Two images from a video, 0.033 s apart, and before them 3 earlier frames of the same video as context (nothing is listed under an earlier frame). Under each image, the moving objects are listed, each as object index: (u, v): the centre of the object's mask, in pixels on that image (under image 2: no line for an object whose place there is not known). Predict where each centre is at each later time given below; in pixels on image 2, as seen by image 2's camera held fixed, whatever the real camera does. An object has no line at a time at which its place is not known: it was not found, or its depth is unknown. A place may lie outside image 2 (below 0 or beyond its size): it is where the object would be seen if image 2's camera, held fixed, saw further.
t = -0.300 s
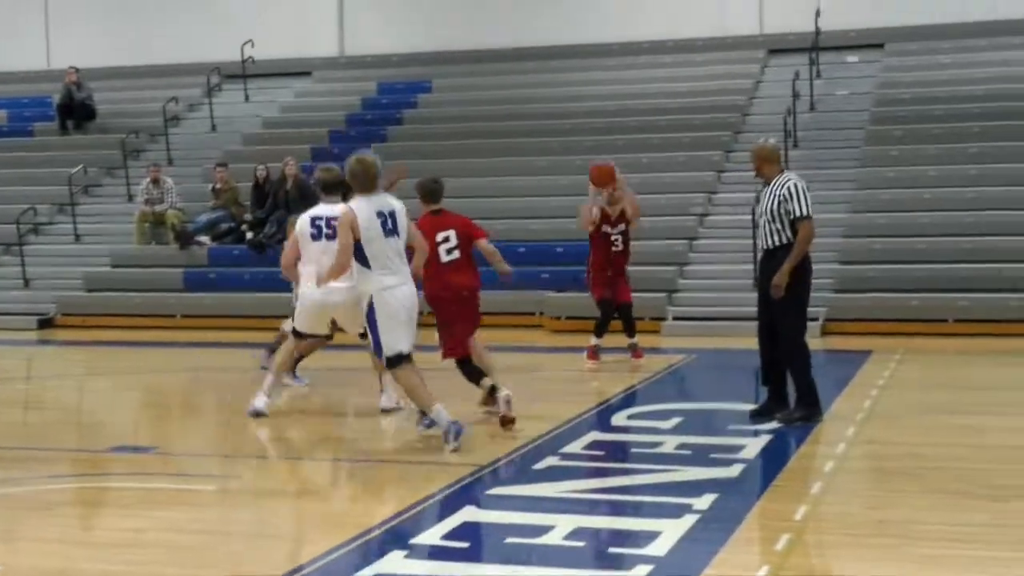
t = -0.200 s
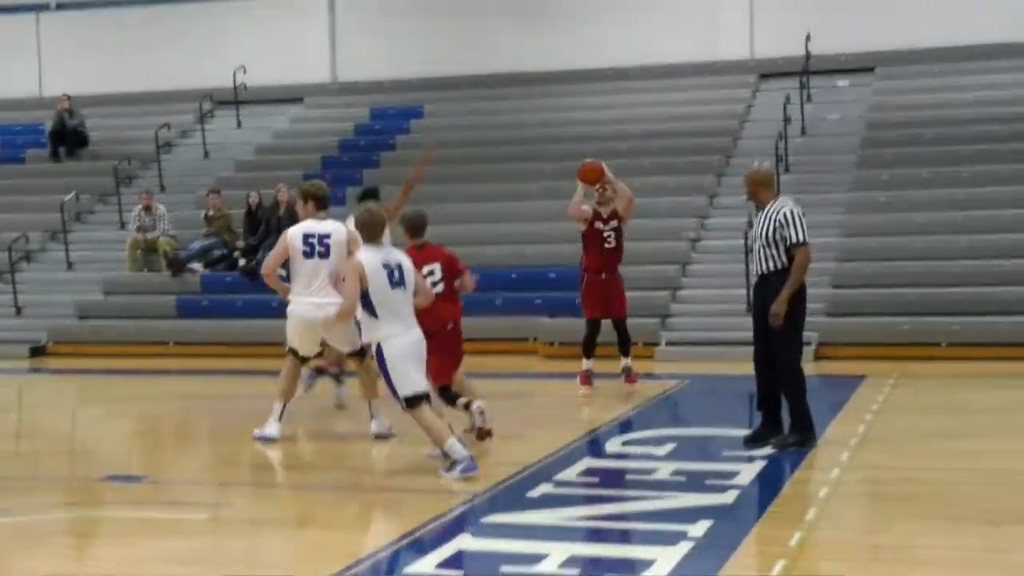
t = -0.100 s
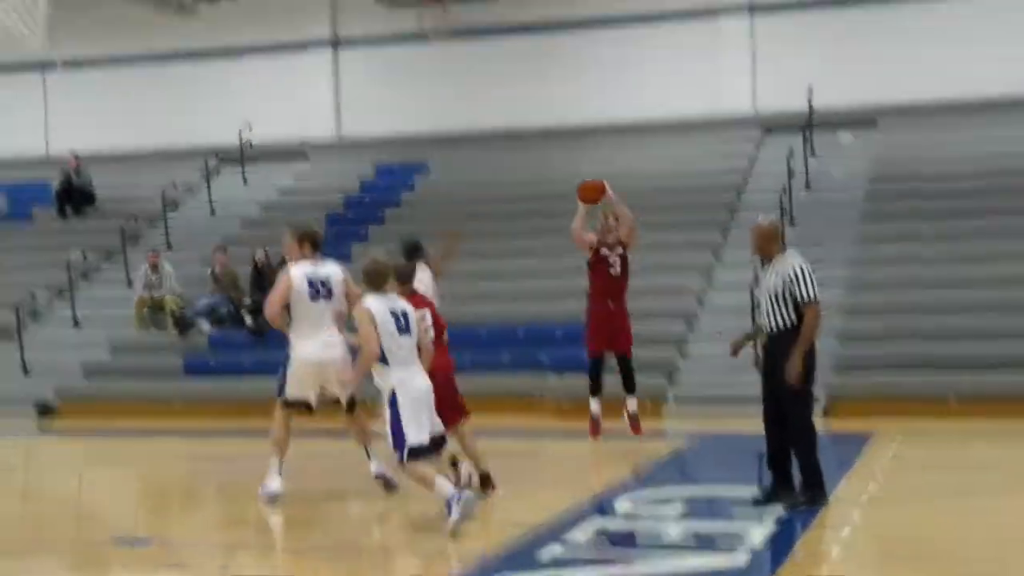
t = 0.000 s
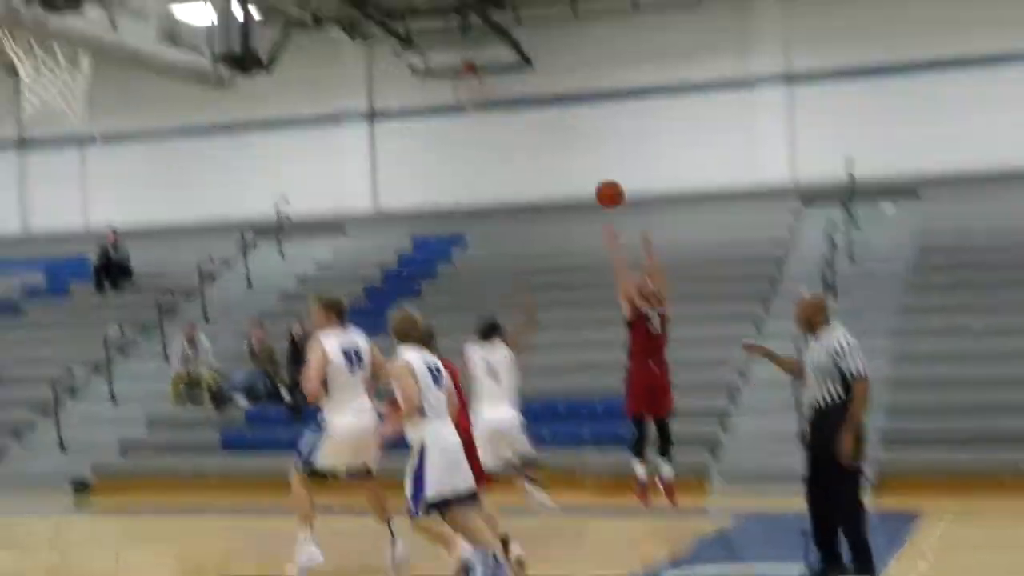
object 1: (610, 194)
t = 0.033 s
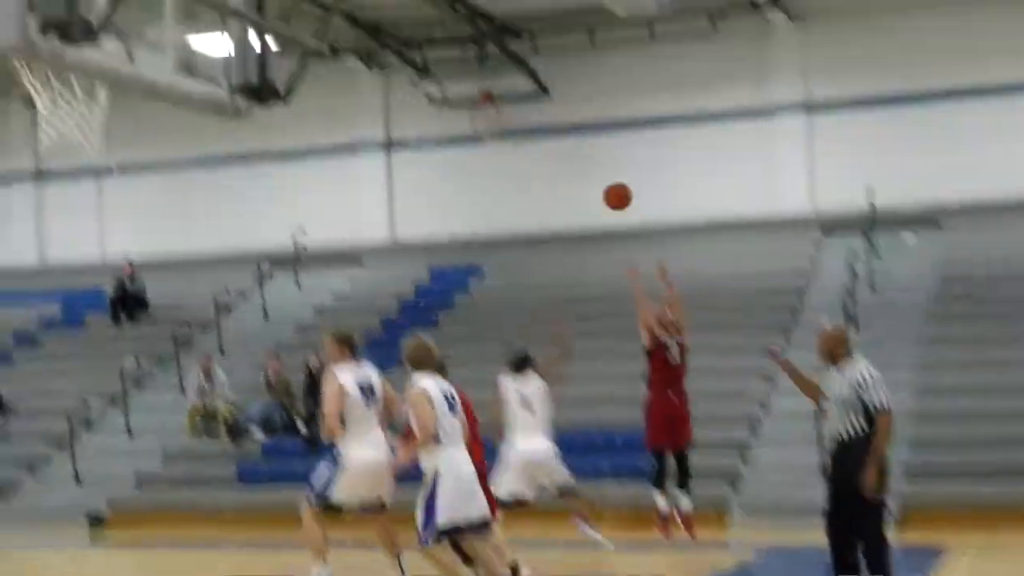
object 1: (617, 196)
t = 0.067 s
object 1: (607, 169)
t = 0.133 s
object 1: (588, 119)
